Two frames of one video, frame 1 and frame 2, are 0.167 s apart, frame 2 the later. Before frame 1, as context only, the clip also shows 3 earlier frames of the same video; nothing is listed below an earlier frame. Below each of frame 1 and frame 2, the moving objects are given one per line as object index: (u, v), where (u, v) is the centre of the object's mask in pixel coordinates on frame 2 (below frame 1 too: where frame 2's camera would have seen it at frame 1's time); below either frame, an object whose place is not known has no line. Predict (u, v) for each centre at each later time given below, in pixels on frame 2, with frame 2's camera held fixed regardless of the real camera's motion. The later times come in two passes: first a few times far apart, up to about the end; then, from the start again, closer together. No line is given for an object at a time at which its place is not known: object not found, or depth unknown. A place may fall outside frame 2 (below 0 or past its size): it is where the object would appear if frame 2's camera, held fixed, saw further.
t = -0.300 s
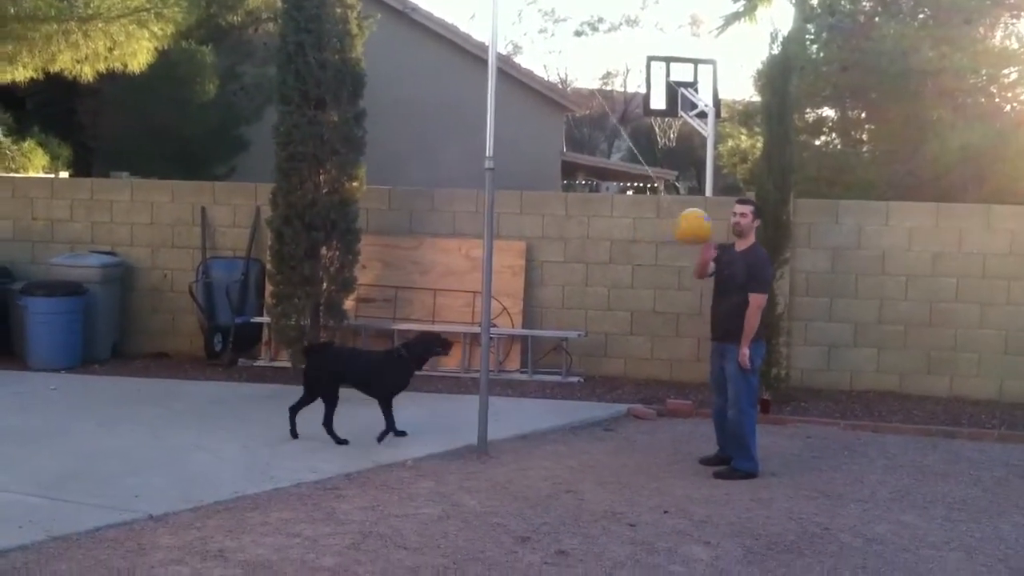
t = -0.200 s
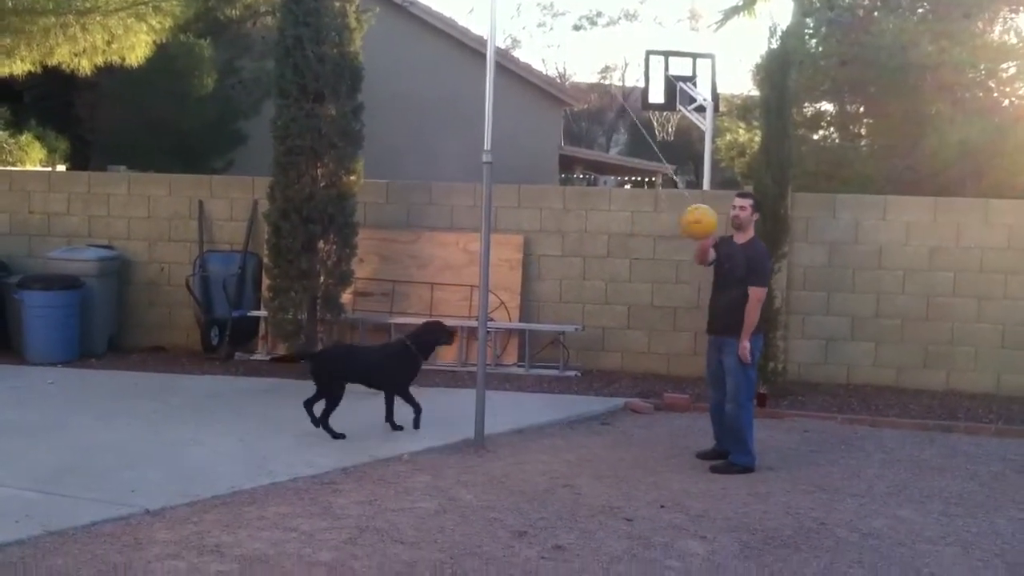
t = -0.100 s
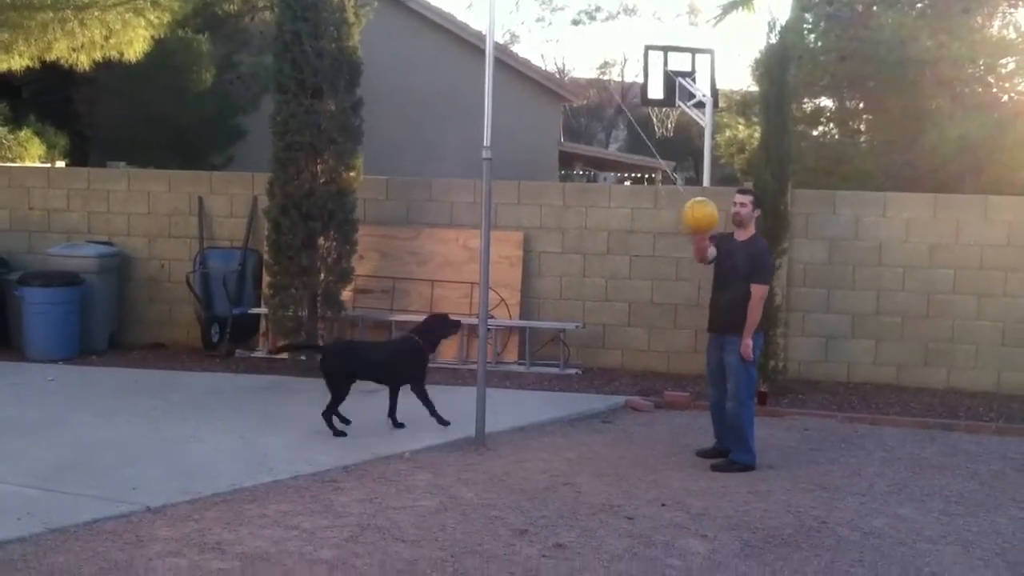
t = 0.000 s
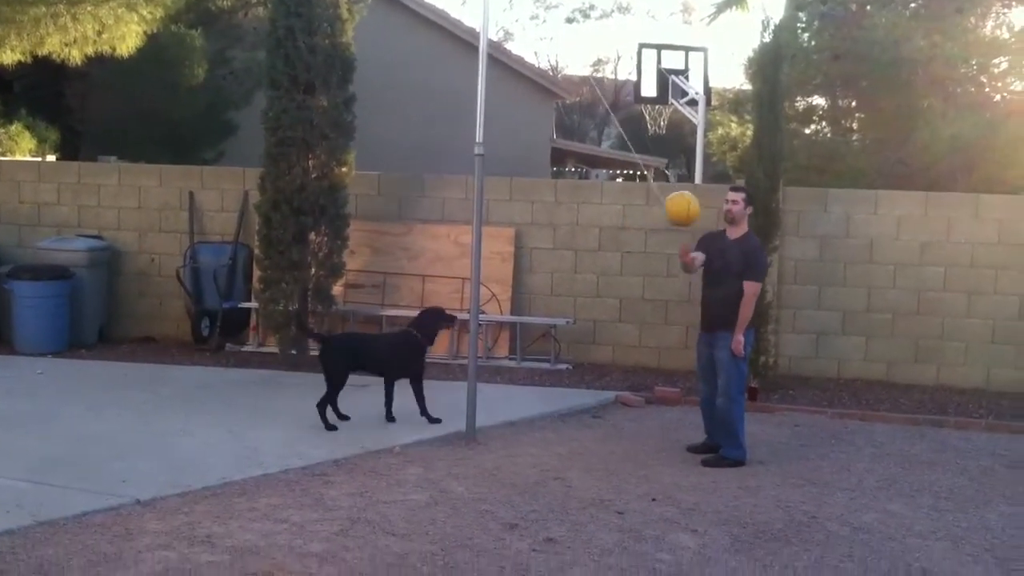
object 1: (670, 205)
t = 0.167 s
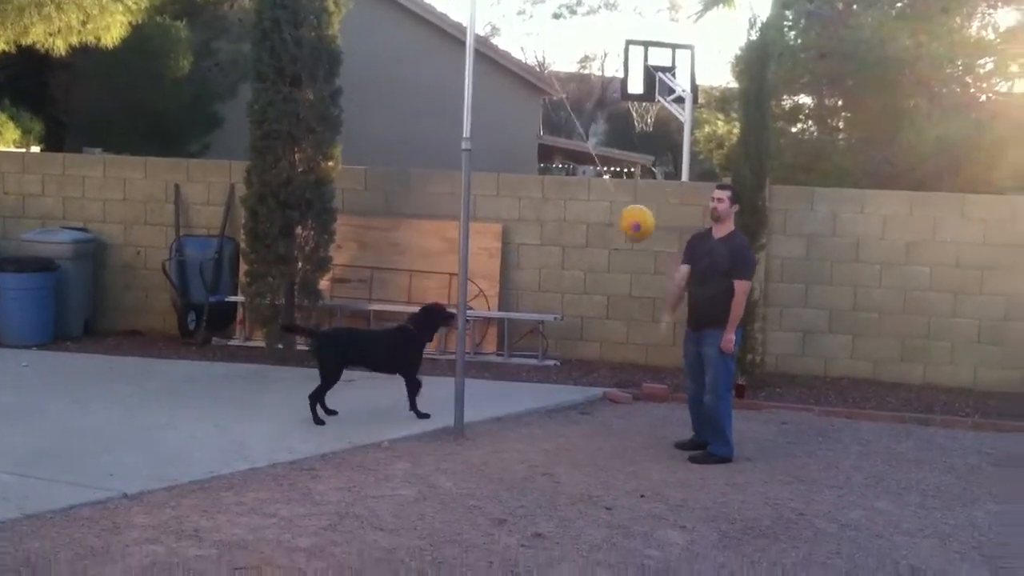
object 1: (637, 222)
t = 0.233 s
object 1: (616, 232)
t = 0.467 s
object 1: (519, 259)
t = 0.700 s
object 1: (411, 269)
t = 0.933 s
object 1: (336, 250)
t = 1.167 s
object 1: (297, 219)
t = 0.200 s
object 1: (628, 227)
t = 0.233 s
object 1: (616, 232)
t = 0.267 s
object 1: (602, 236)
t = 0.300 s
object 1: (589, 239)
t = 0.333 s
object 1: (577, 242)
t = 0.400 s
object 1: (547, 250)
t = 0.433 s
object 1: (534, 255)
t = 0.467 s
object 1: (519, 259)
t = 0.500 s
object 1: (506, 263)
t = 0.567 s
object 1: (475, 269)
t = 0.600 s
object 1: (460, 269)
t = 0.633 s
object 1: (442, 269)
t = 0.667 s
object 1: (426, 269)
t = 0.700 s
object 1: (411, 269)
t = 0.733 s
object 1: (399, 268)
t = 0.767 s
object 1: (387, 267)
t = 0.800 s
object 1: (374, 264)
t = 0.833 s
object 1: (363, 261)
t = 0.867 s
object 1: (354, 258)
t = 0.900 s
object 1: (345, 255)
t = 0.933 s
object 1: (336, 250)
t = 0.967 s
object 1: (327, 247)
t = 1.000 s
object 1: (319, 243)
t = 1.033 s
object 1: (313, 238)
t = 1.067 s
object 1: (308, 233)
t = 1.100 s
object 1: (304, 227)
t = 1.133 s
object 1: (300, 223)
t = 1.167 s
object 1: (297, 219)
